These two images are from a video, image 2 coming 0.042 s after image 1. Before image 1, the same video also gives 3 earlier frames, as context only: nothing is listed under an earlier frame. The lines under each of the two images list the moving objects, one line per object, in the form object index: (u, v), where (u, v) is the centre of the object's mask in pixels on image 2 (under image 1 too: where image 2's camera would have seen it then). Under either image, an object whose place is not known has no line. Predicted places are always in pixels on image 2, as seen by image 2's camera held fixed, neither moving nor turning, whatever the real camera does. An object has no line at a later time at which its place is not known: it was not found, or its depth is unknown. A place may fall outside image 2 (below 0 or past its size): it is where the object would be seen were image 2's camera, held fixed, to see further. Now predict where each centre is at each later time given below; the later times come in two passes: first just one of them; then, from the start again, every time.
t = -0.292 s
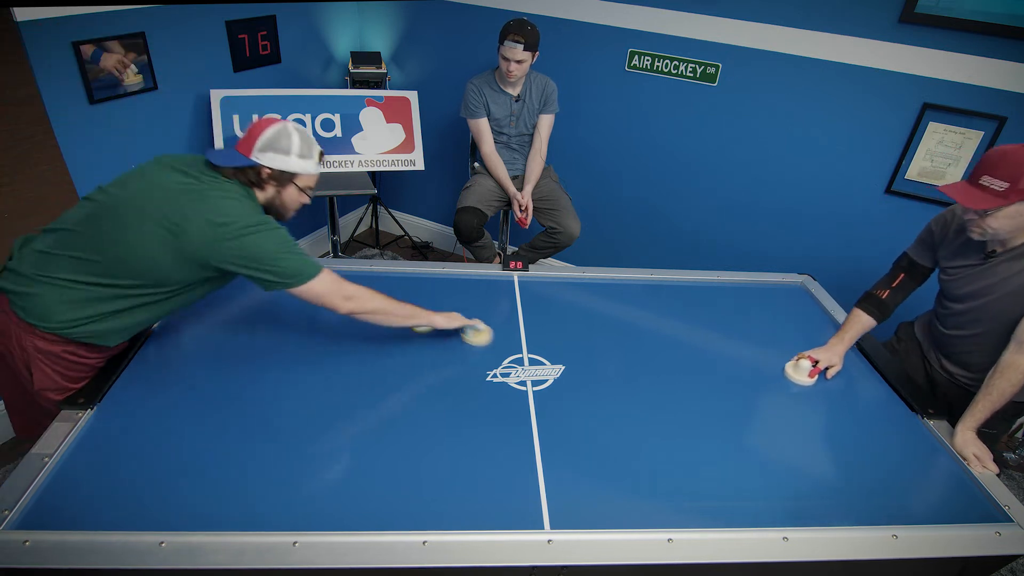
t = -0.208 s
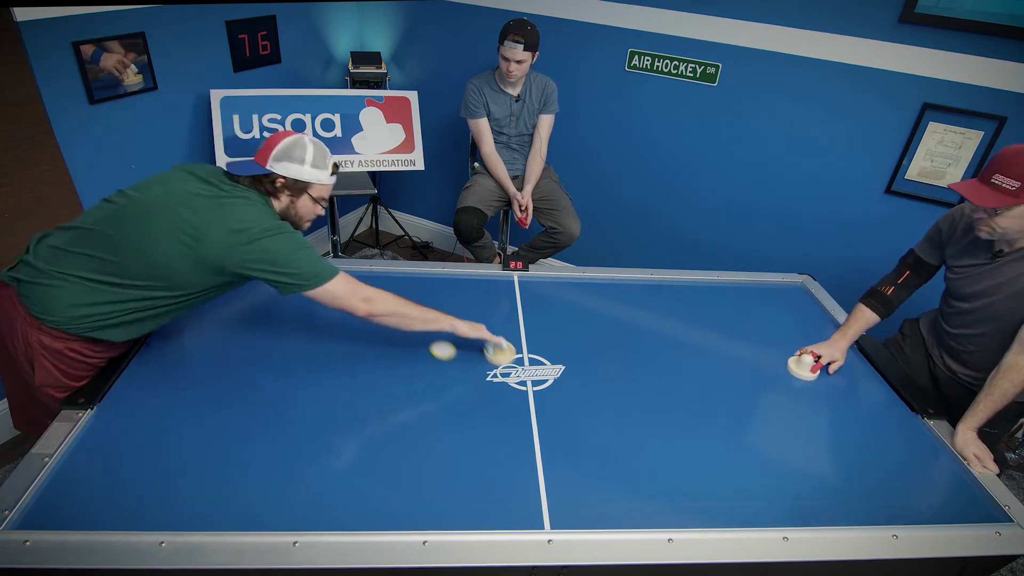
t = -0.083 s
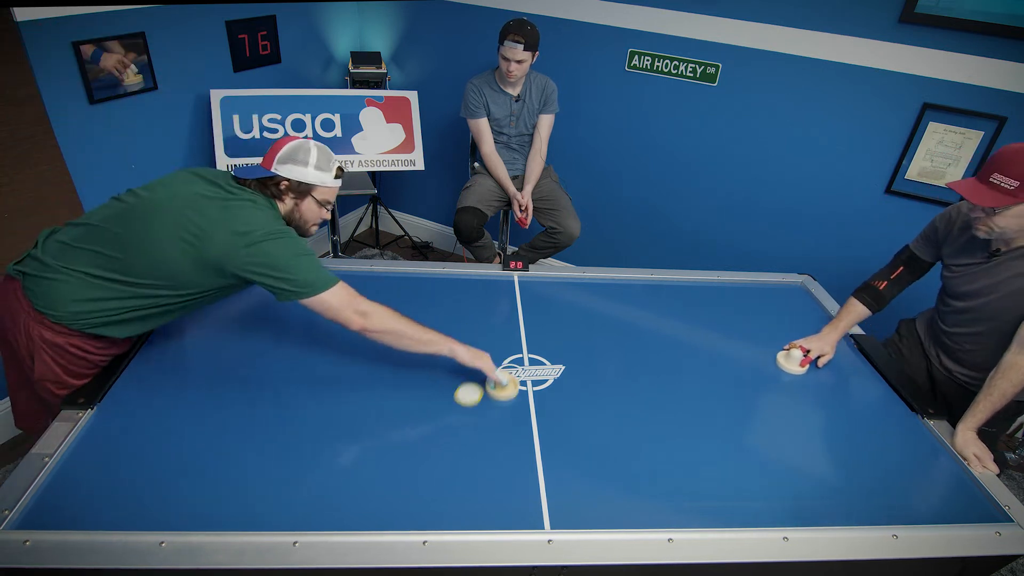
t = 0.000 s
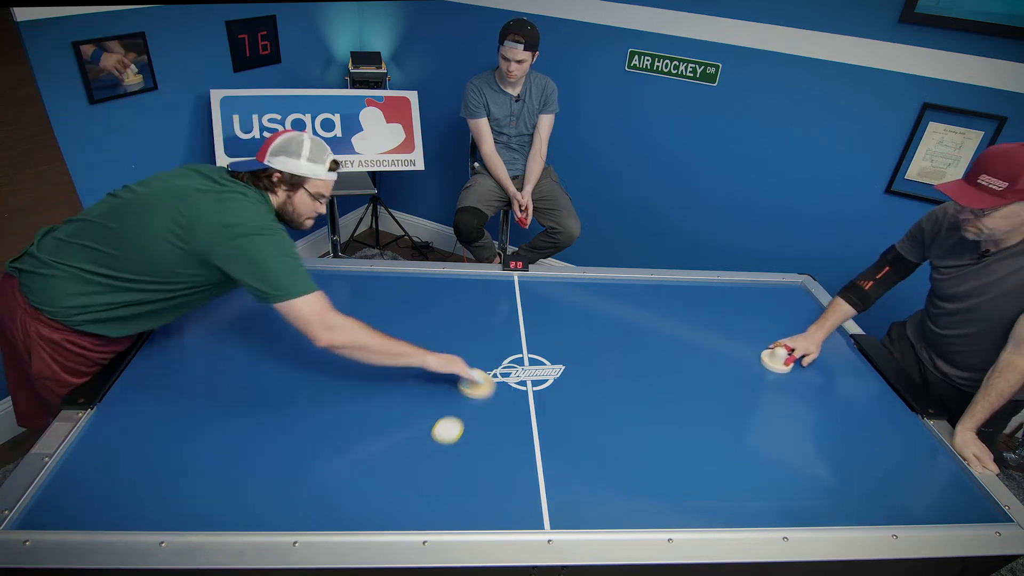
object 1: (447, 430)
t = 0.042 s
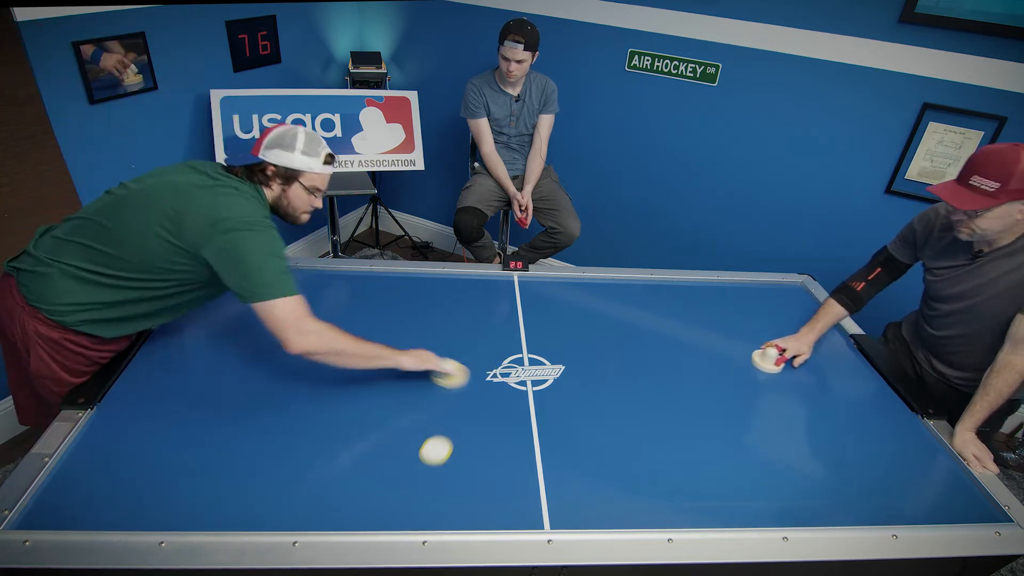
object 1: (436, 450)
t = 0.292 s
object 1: (370, 456)
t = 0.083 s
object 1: (423, 472)
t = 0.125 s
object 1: (409, 496)
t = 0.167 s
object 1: (395, 516)
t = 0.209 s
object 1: (386, 496)
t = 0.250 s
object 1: (378, 475)
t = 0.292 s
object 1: (370, 456)
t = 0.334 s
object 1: (363, 439)
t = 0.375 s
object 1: (356, 422)
